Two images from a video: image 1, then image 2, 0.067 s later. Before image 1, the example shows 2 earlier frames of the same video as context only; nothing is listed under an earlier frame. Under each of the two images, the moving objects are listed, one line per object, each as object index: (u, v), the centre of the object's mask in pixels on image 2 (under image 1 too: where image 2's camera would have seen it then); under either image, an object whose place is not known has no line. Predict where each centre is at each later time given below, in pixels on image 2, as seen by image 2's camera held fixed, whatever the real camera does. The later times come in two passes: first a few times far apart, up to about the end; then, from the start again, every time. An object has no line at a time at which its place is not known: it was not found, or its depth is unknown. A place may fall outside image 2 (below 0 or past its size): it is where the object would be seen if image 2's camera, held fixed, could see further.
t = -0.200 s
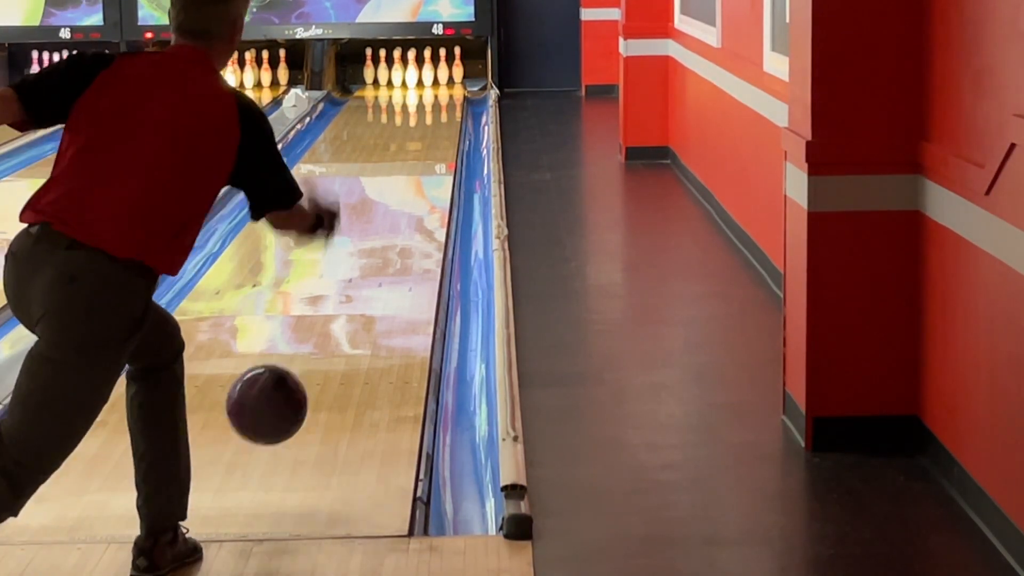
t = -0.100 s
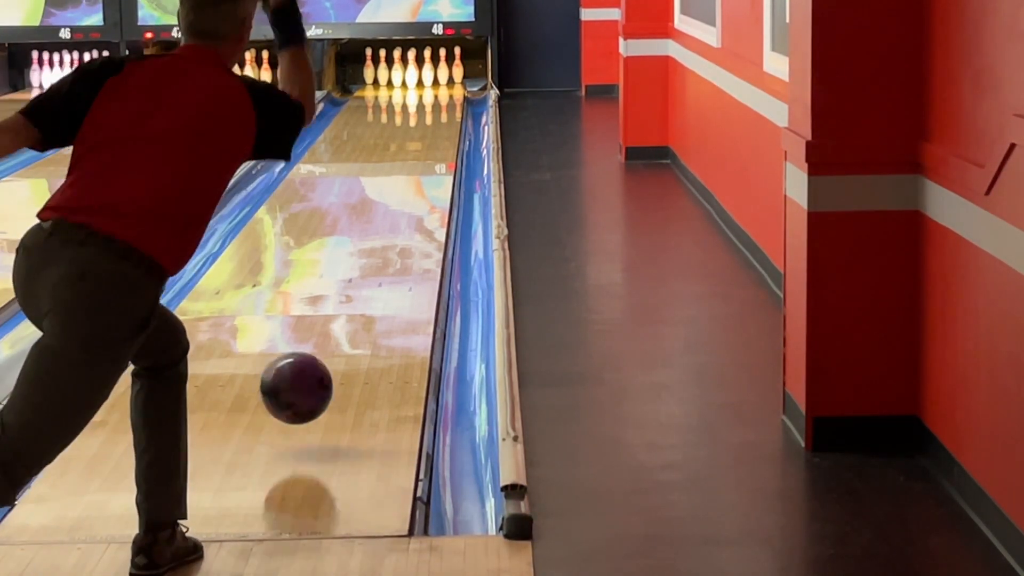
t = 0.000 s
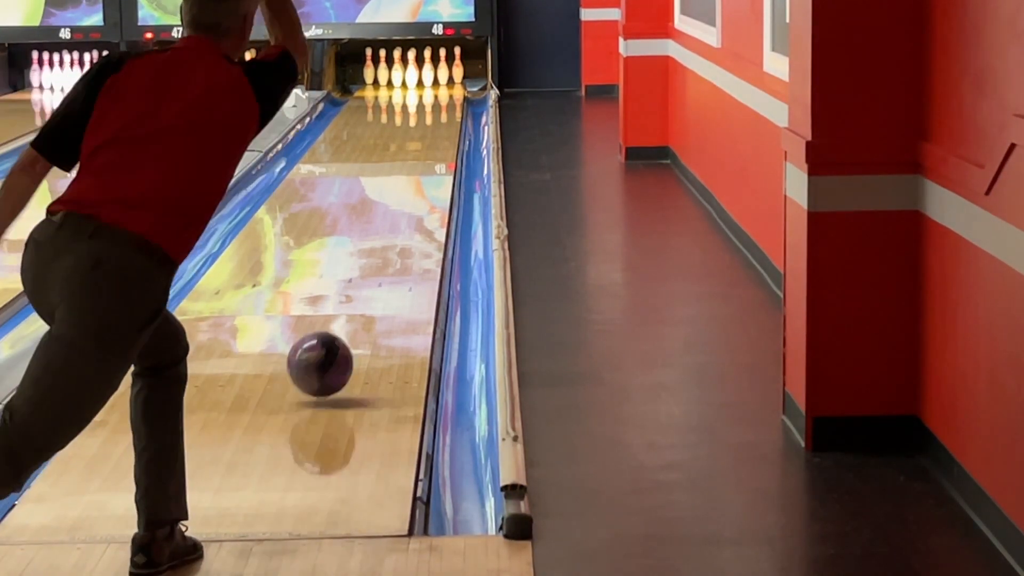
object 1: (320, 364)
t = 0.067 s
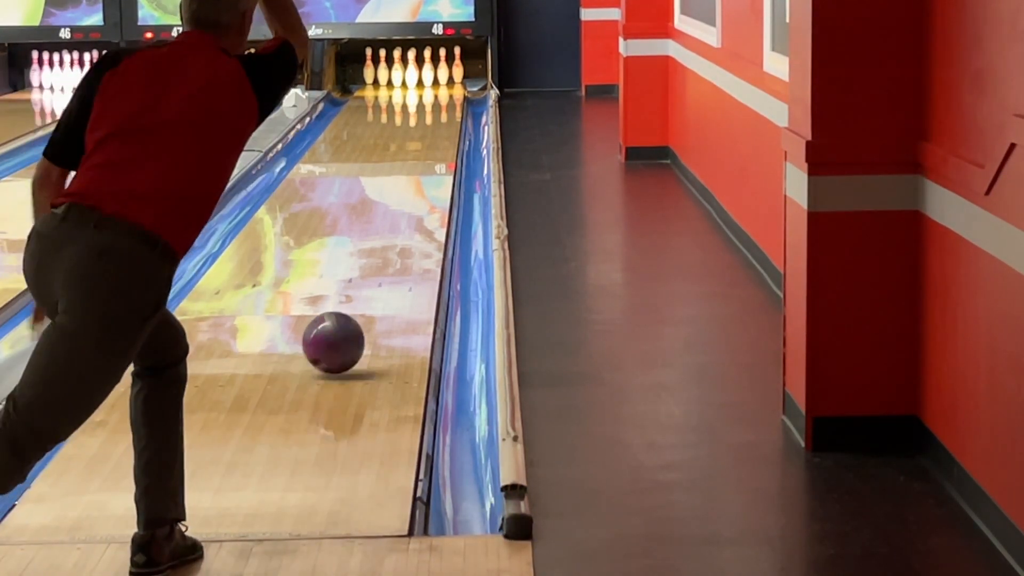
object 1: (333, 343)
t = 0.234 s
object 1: (360, 294)
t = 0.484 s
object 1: (388, 238)
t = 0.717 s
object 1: (407, 199)
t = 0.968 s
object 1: (421, 169)
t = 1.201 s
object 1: (430, 146)
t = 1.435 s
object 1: (436, 128)
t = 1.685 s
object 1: (438, 111)
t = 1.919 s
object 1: (437, 99)
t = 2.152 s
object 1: (431, 90)
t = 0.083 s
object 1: (336, 340)
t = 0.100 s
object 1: (339, 333)
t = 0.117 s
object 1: (342, 327)
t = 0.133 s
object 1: (345, 323)
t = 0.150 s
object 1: (347, 318)
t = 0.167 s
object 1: (350, 313)
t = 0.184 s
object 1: (352, 308)
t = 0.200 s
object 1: (355, 303)
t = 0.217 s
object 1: (357, 299)
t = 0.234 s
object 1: (360, 294)
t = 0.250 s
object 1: (362, 289)
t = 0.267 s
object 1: (364, 285)
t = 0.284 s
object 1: (366, 281)
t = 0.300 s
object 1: (369, 277)
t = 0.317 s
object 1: (370, 273)
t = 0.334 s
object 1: (373, 269)
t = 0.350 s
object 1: (374, 265)
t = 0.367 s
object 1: (376, 261)
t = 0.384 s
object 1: (378, 258)
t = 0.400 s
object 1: (380, 254)
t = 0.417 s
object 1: (382, 251)
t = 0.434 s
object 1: (383, 247)
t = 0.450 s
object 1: (385, 244)
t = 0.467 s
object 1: (387, 241)
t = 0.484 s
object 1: (388, 238)
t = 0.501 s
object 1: (390, 235)
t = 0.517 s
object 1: (391, 232)
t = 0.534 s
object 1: (393, 229)
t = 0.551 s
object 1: (394, 225)
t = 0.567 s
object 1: (396, 223)
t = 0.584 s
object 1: (397, 220)
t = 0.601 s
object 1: (398, 217)
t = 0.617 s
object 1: (400, 214)
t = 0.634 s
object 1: (401, 212)
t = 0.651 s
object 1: (402, 209)
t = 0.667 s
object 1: (403, 207)
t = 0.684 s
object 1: (405, 204)
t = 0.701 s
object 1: (406, 202)
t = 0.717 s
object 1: (407, 199)
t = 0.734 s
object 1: (408, 197)
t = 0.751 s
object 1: (409, 195)
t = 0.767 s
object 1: (410, 192)
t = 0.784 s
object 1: (411, 190)
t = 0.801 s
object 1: (412, 188)
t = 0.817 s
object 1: (413, 186)
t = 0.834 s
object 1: (414, 184)
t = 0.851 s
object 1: (415, 182)
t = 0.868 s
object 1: (416, 180)
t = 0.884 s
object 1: (417, 178)
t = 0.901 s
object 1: (418, 176)
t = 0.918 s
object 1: (419, 174)
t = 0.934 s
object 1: (420, 172)
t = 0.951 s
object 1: (420, 170)
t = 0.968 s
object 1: (421, 169)
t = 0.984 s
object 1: (422, 167)
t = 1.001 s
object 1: (423, 165)
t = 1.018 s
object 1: (424, 163)
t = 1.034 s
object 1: (424, 161)
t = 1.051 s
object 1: (425, 160)
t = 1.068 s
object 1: (426, 158)
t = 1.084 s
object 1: (426, 157)
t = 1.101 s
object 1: (427, 155)
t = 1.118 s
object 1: (428, 154)
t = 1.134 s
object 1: (428, 152)
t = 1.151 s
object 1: (429, 151)
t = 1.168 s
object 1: (430, 149)
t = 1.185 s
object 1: (430, 147)
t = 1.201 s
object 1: (430, 146)
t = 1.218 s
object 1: (431, 145)
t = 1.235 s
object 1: (431, 143)
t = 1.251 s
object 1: (432, 141)
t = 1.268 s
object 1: (432, 140)
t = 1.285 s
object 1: (432, 139)
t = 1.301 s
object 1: (433, 137)
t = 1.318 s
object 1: (434, 136)
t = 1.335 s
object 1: (434, 135)
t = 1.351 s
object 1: (435, 134)
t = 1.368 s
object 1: (435, 132)
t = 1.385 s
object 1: (435, 131)
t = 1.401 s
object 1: (436, 130)
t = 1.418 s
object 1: (436, 129)
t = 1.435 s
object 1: (436, 128)
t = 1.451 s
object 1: (436, 126)
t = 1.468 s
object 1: (436, 125)
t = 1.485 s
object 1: (436, 124)
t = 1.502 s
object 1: (437, 123)
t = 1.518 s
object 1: (437, 122)
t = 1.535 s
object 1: (437, 121)
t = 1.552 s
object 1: (437, 120)
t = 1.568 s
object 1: (438, 118)
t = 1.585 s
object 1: (438, 117)
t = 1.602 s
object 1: (438, 116)
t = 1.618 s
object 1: (438, 115)
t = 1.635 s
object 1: (438, 114)
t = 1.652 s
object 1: (438, 113)
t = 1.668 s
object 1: (438, 112)
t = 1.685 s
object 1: (438, 111)
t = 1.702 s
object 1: (438, 110)
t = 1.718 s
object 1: (438, 109)
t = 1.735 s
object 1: (438, 108)
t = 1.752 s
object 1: (438, 108)
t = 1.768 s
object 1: (438, 107)
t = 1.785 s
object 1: (438, 106)
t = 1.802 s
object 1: (438, 105)
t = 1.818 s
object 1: (438, 104)
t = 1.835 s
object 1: (438, 104)
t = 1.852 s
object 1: (437, 103)
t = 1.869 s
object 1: (437, 102)
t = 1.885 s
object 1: (437, 101)
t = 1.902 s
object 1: (437, 100)
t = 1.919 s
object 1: (437, 99)
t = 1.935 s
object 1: (437, 99)
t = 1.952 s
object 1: (436, 98)
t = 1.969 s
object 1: (436, 97)
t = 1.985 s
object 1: (436, 97)
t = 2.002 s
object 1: (435, 96)
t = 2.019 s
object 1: (435, 95)
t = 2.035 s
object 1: (435, 94)
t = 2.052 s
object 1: (434, 93)
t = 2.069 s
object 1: (434, 93)
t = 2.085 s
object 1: (433, 92)
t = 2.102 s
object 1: (433, 91)
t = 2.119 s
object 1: (433, 91)
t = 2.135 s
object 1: (432, 90)
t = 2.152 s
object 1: (431, 90)
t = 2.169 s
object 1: (431, 89)
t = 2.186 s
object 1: (430, 88)
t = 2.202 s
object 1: (430, 88)
